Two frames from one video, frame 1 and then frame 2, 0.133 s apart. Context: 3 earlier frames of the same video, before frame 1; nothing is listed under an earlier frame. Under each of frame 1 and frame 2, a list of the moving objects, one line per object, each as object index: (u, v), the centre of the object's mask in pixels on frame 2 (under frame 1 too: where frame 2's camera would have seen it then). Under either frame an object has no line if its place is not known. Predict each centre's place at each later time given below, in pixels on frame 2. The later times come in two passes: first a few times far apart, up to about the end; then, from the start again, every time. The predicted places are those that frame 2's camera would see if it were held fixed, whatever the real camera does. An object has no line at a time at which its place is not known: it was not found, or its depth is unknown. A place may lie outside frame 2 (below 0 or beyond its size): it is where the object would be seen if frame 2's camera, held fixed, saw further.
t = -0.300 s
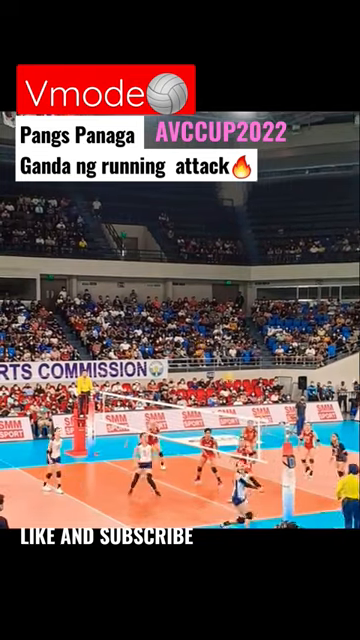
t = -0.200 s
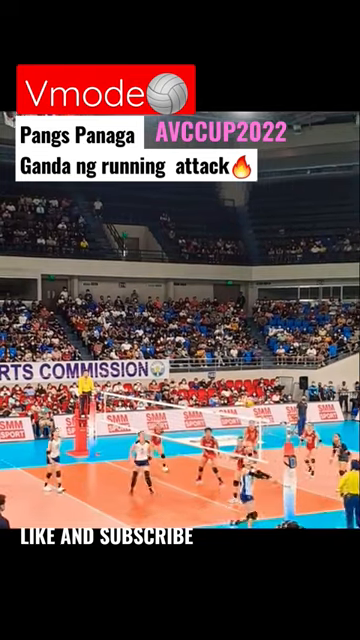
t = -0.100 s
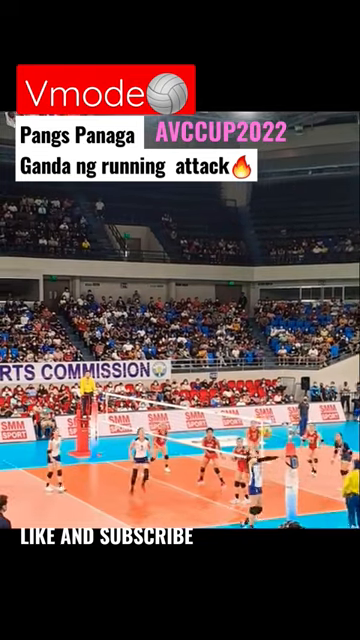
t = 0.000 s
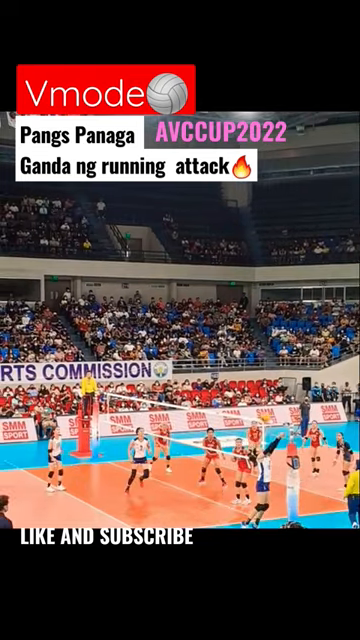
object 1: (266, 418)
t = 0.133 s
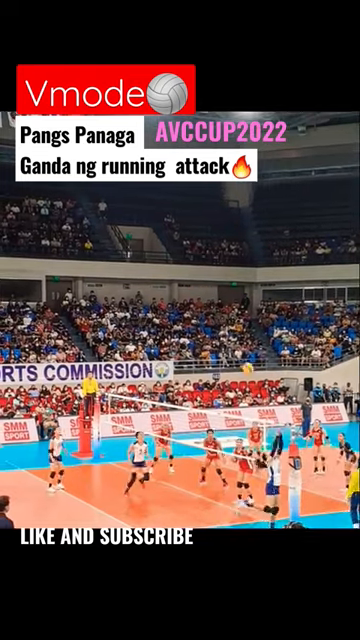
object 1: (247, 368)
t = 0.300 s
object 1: (225, 324)
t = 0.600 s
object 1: (188, 282)
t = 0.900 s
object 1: (157, 283)
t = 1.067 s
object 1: (142, 299)
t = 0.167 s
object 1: (243, 358)
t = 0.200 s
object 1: (238, 350)
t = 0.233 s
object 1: (234, 339)
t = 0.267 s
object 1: (229, 330)
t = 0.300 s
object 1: (225, 324)
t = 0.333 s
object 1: (220, 316)
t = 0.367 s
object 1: (216, 309)
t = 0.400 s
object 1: (211, 304)
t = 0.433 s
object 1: (207, 298)
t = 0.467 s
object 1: (203, 294)
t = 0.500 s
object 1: (199, 290)
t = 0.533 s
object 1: (196, 287)
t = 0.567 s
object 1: (192, 284)
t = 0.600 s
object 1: (188, 282)
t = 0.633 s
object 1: (184, 280)
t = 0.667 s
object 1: (181, 279)
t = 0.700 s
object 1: (177, 278)
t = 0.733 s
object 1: (174, 278)
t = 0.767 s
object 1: (170, 278)
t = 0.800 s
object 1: (167, 279)
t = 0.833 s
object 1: (163, 279)
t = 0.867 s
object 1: (160, 282)
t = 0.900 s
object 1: (157, 283)
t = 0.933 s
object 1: (154, 286)
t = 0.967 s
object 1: (151, 288)
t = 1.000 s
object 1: (148, 292)
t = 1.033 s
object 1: (145, 295)
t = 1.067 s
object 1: (142, 299)
